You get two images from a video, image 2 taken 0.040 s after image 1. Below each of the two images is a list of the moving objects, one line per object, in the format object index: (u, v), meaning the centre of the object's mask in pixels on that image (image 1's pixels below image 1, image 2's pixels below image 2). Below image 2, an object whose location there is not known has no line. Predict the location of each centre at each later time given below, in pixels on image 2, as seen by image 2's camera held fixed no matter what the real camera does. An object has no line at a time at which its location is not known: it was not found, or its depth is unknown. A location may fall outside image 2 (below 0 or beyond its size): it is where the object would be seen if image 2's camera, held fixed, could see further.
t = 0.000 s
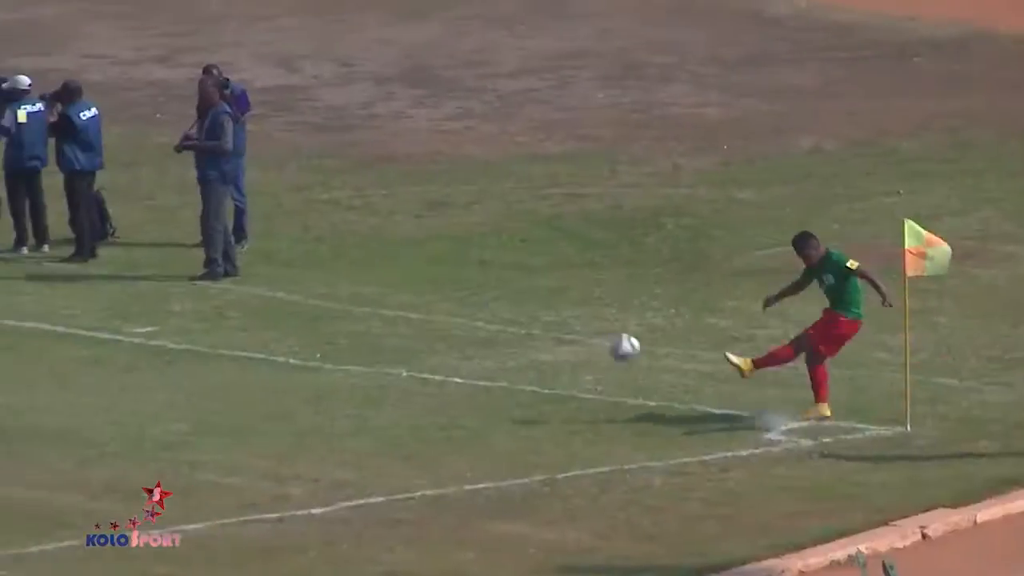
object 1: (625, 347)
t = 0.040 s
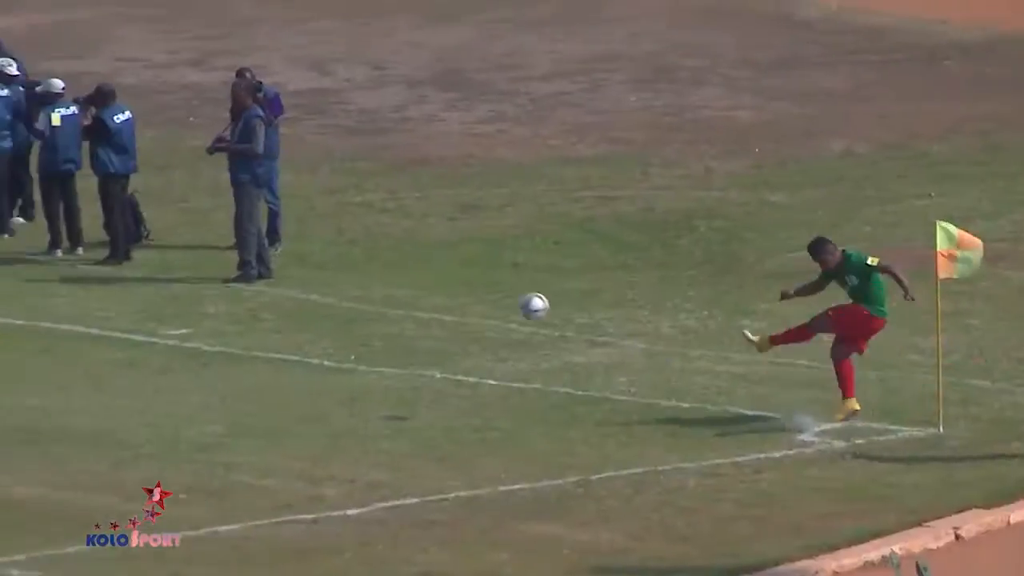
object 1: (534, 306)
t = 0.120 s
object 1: (302, 227)
